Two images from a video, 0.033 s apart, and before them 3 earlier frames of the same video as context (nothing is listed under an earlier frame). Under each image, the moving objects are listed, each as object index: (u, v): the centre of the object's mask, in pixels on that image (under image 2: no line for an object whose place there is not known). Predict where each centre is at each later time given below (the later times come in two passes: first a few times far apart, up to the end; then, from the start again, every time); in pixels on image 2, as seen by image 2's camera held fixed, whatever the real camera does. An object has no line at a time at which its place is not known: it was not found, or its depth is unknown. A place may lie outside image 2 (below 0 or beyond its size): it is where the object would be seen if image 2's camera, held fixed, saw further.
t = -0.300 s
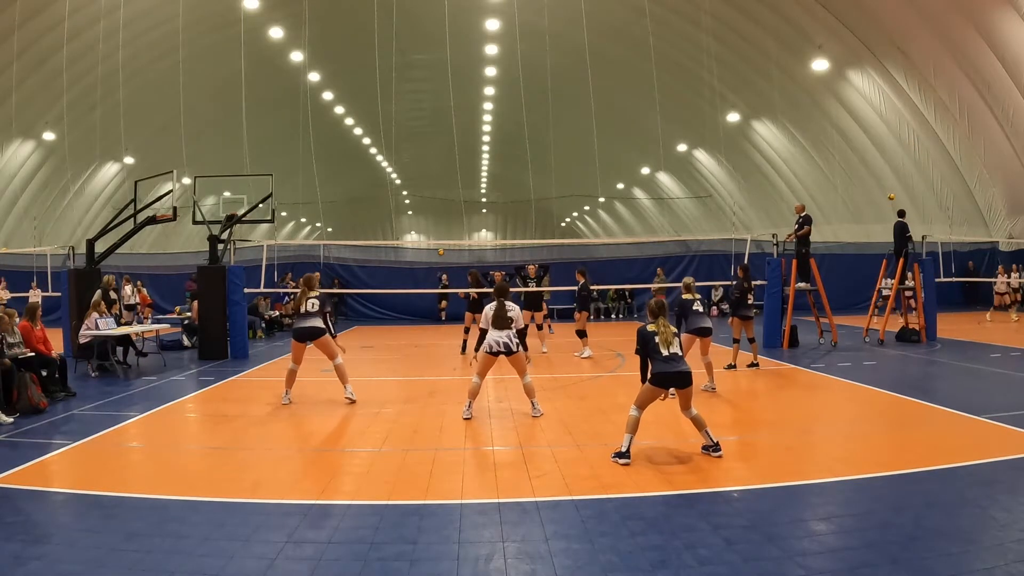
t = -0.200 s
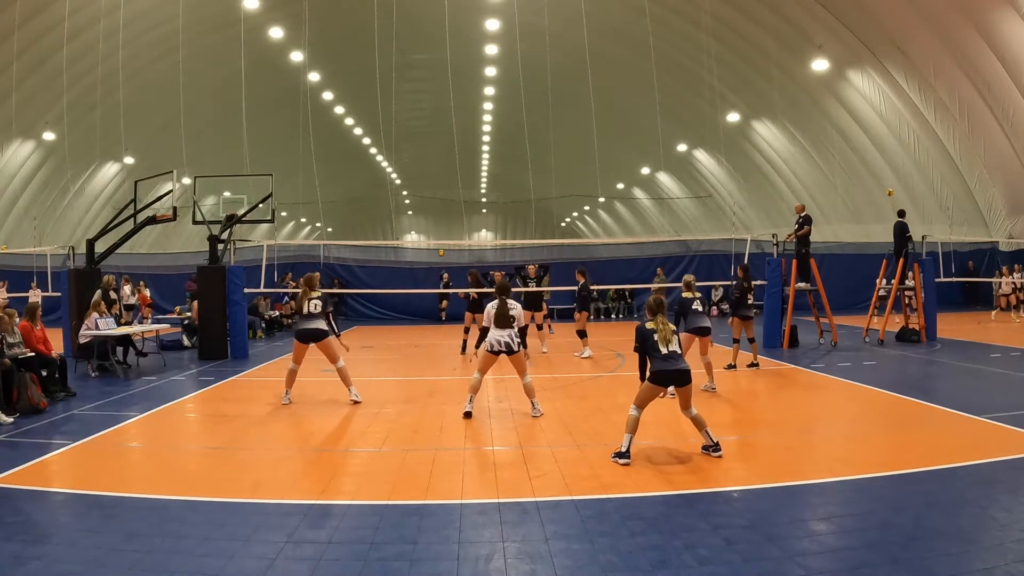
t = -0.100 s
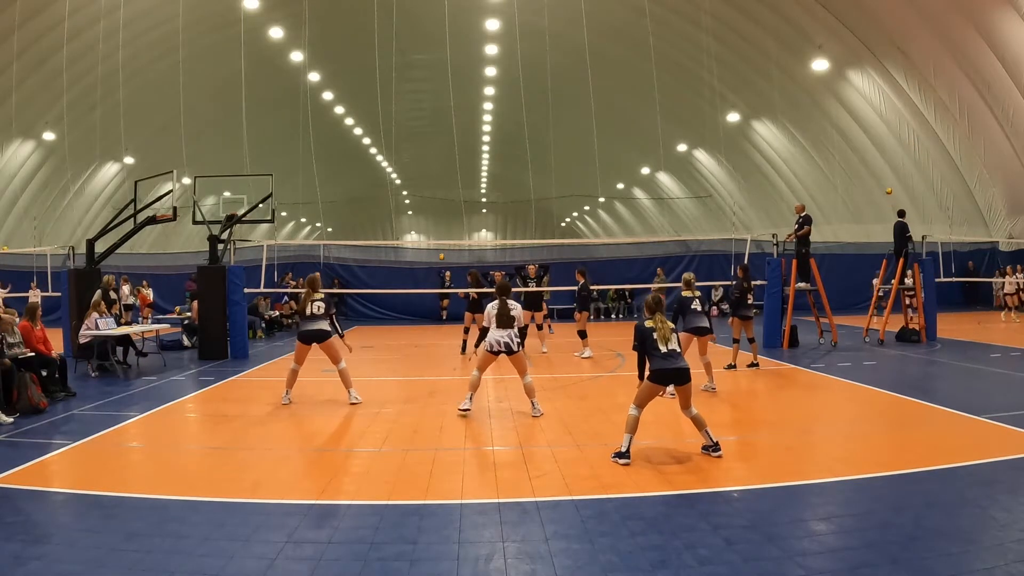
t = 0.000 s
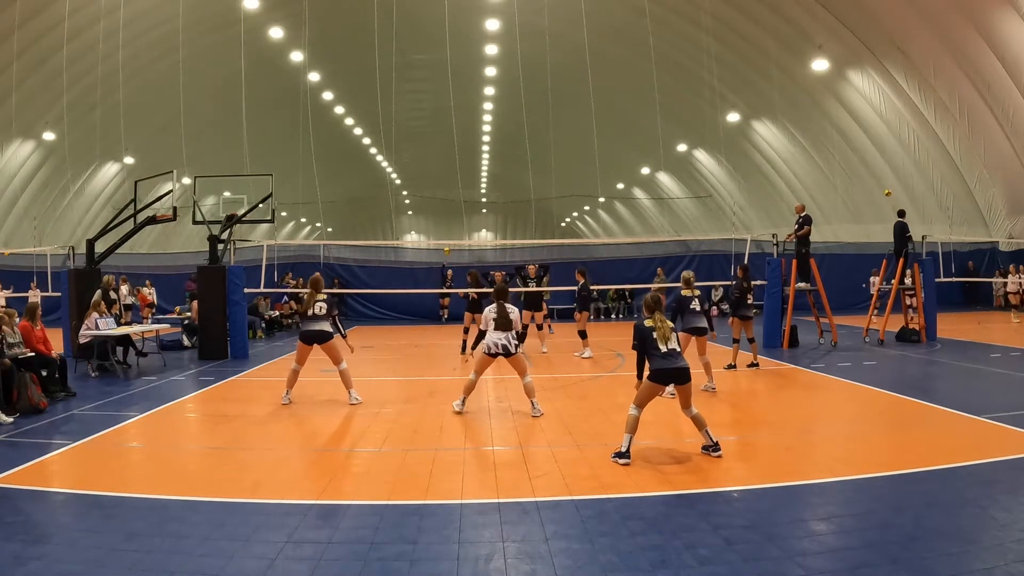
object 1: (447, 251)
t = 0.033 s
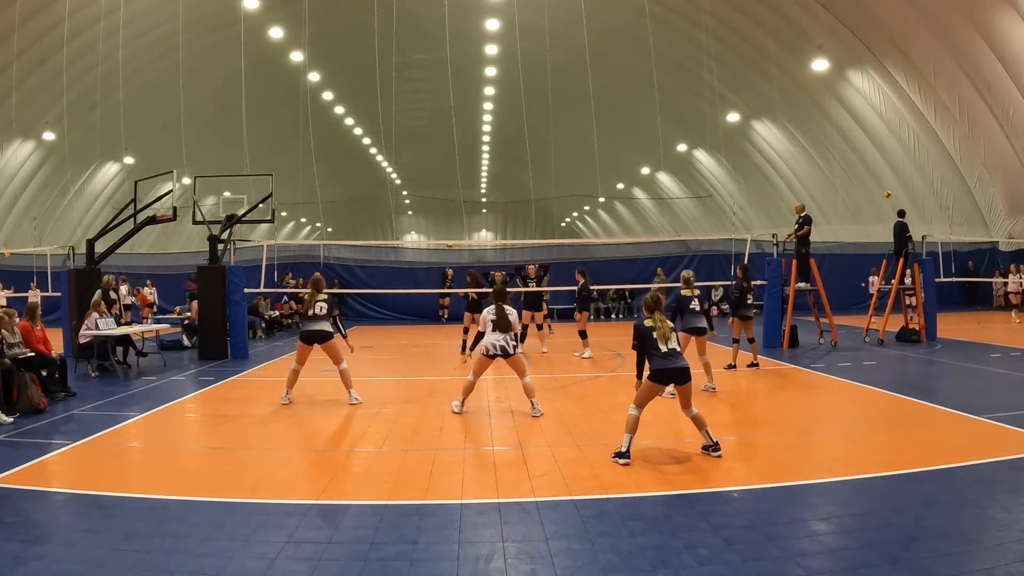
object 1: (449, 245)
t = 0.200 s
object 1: (467, 217)
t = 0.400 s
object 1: (490, 190)
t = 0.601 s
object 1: (520, 174)
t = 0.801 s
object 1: (559, 176)
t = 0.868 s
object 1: (575, 183)
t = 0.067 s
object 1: (453, 238)
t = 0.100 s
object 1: (456, 233)
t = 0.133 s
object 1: (459, 228)
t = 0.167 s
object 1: (462, 222)
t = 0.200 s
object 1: (467, 217)
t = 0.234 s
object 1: (470, 212)
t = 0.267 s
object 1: (474, 207)
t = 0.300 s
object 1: (478, 201)
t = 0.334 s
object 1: (482, 198)
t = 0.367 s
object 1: (486, 194)
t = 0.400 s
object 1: (490, 190)
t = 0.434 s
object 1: (495, 186)
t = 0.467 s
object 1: (500, 183)
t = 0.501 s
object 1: (505, 180)
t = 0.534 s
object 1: (510, 178)
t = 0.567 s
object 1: (515, 176)
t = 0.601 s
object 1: (520, 174)
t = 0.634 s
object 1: (526, 173)
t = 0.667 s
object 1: (532, 173)
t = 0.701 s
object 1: (538, 173)
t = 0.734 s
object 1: (545, 173)
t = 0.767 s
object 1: (552, 173)
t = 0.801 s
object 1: (559, 176)
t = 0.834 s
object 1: (567, 179)
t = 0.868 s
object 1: (575, 183)
